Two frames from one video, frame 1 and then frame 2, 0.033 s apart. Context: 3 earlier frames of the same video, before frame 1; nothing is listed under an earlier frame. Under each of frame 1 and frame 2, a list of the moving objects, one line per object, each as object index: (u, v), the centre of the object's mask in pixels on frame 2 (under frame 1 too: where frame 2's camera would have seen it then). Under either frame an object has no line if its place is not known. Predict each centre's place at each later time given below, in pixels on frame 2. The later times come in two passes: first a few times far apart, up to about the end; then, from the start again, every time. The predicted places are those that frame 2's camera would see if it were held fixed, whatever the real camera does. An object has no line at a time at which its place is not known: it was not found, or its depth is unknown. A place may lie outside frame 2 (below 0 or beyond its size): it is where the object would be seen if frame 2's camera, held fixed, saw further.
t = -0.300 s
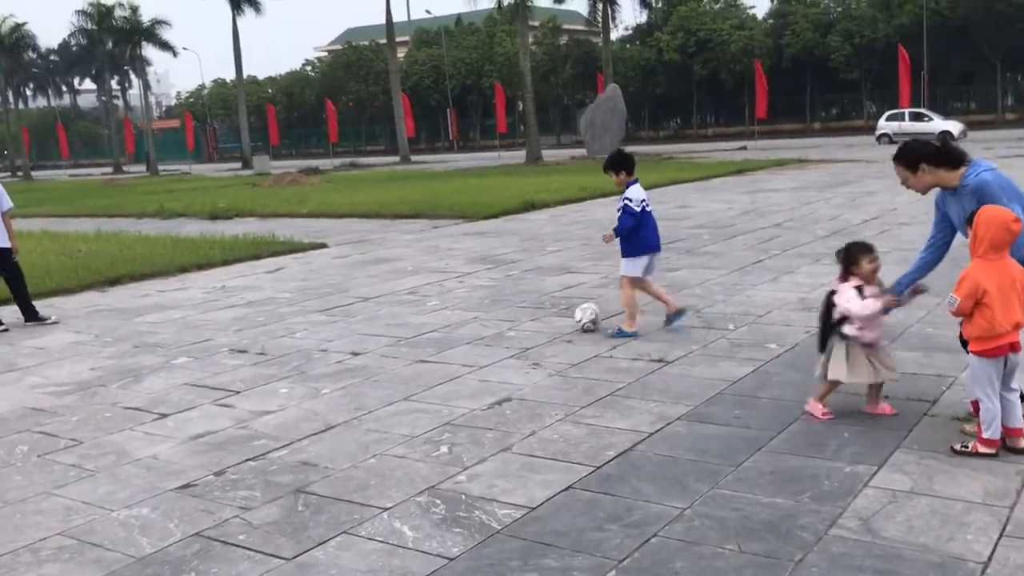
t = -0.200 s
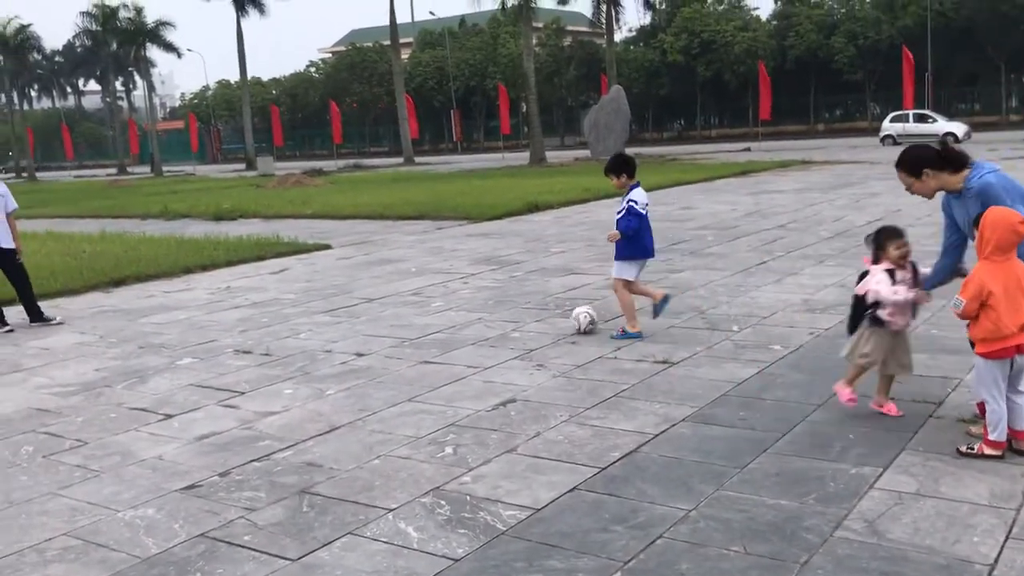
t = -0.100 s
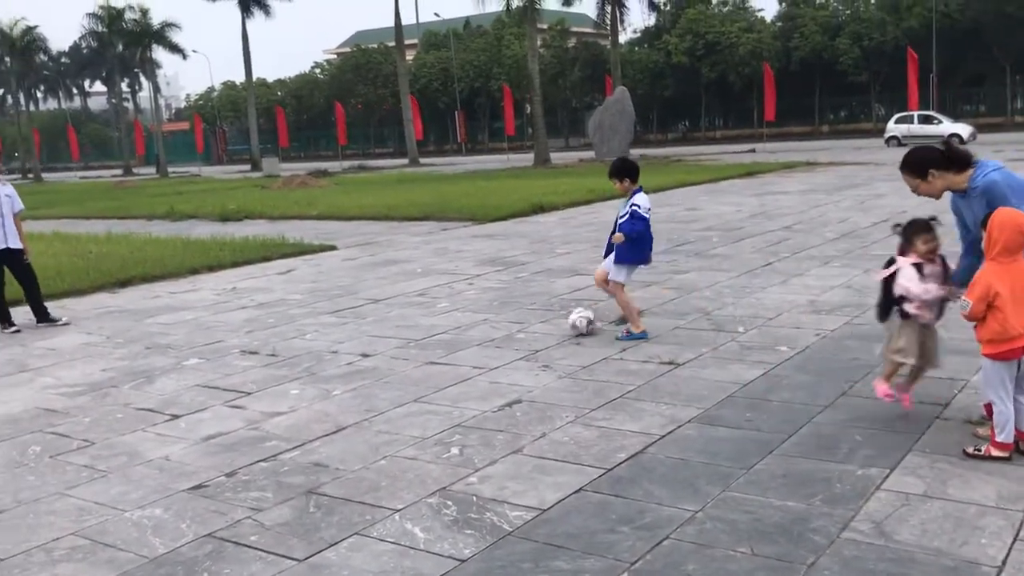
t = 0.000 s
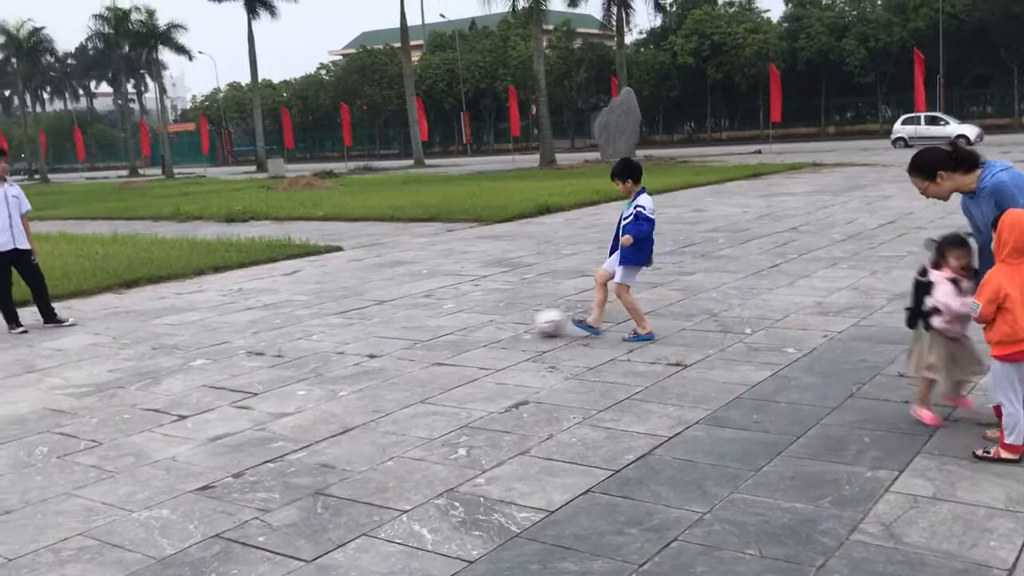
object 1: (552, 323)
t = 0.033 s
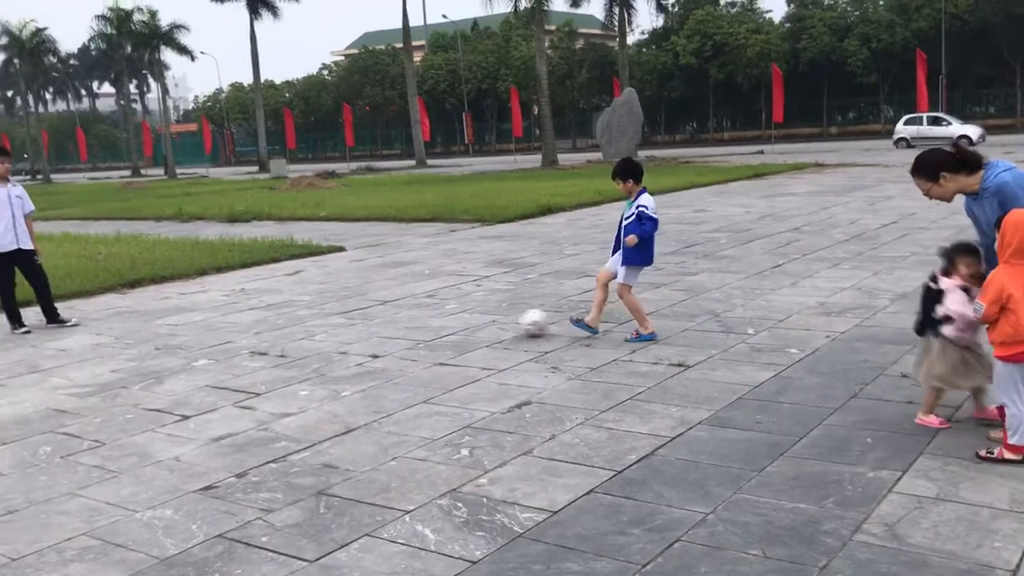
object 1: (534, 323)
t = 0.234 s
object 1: (447, 322)
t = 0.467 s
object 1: (370, 322)
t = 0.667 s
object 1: (307, 325)
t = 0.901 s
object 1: (239, 326)
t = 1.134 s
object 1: (174, 329)
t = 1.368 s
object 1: (111, 330)
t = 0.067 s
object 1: (516, 323)
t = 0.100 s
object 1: (499, 323)
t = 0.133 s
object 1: (486, 323)
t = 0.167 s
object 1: (472, 324)
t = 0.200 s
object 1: (459, 324)
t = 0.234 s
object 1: (447, 322)
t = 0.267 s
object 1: (436, 322)
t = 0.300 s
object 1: (425, 319)
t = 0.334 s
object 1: (413, 319)
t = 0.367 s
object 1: (402, 321)
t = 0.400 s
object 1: (392, 325)
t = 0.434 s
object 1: (382, 323)
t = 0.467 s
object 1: (370, 322)
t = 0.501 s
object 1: (360, 323)
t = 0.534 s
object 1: (349, 325)
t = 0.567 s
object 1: (339, 326)
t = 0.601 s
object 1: (327, 324)
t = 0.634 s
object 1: (317, 324)
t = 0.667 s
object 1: (307, 325)
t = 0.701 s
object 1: (298, 325)
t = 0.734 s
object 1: (288, 322)
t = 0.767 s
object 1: (277, 322)
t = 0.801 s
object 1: (268, 324)
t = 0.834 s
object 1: (259, 327)
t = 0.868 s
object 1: (250, 327)
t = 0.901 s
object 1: (239, 326)
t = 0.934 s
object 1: (228, 324)
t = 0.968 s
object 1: (220, 326)
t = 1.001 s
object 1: (211, 329)
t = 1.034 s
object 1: (200, 328)
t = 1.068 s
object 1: (192, 326)
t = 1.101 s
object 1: (182, 328)
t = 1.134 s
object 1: (174, 329)
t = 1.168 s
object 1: (163, 327)
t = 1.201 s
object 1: (155, 327)
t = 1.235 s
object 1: (146, 328)
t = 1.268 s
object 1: (138, 329)
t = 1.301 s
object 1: (128, 329)
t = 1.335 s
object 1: (120, 329)
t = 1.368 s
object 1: (111, 330)
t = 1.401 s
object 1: (102, 331)
